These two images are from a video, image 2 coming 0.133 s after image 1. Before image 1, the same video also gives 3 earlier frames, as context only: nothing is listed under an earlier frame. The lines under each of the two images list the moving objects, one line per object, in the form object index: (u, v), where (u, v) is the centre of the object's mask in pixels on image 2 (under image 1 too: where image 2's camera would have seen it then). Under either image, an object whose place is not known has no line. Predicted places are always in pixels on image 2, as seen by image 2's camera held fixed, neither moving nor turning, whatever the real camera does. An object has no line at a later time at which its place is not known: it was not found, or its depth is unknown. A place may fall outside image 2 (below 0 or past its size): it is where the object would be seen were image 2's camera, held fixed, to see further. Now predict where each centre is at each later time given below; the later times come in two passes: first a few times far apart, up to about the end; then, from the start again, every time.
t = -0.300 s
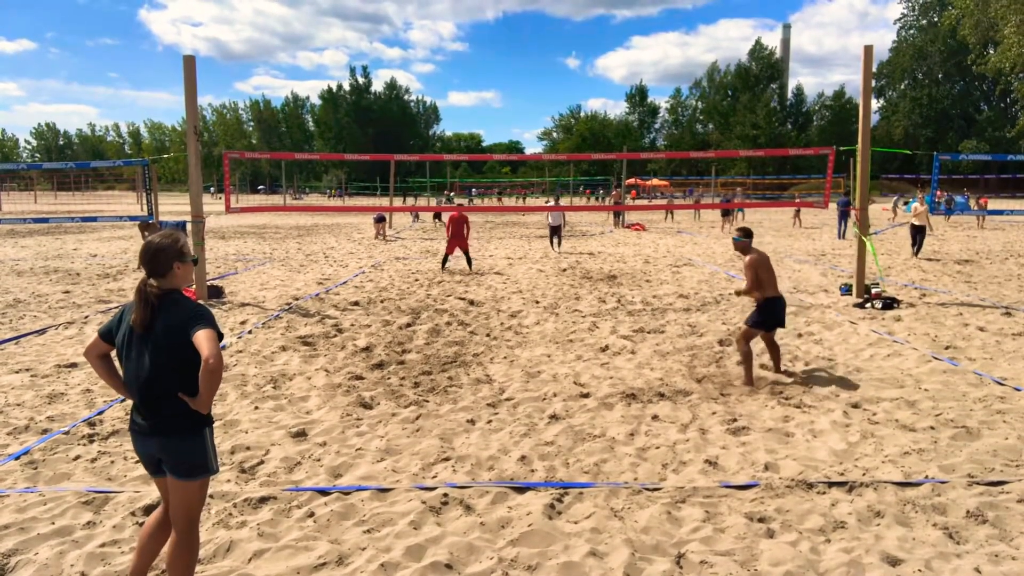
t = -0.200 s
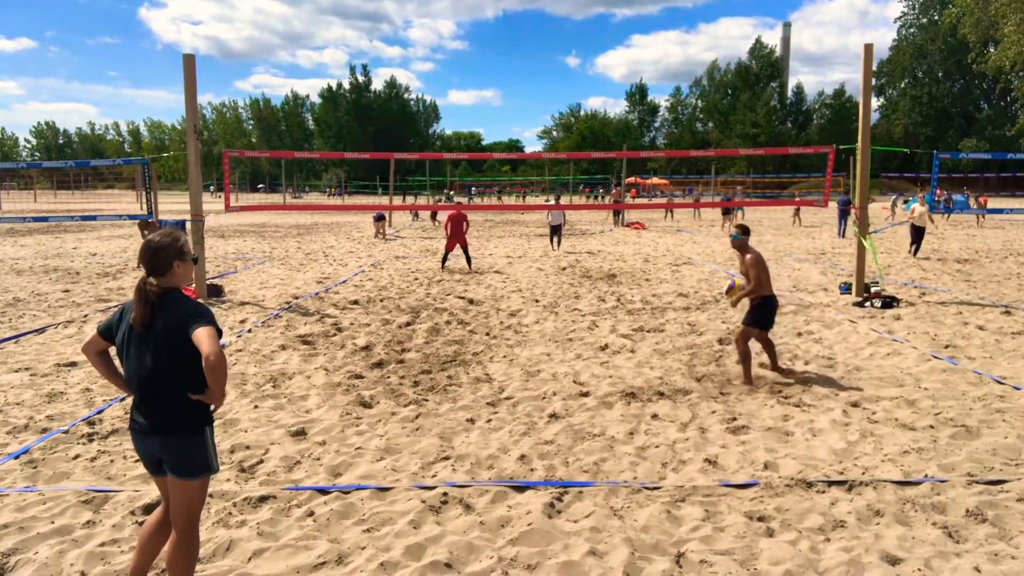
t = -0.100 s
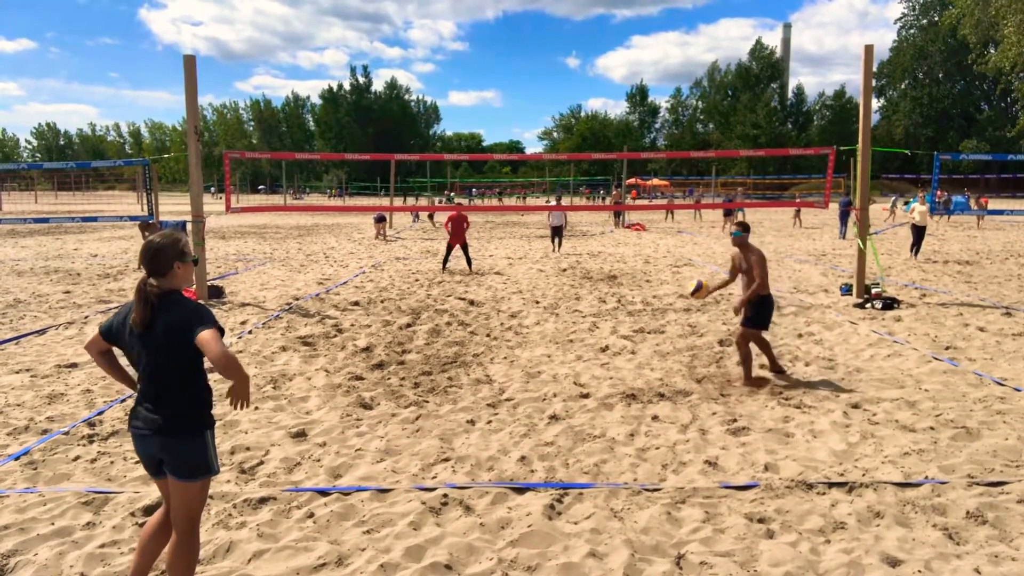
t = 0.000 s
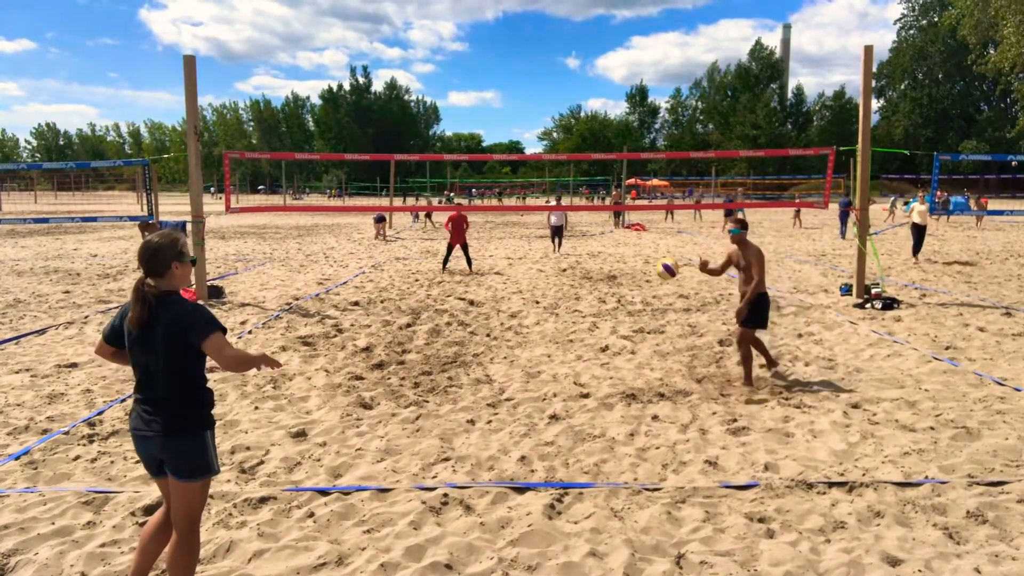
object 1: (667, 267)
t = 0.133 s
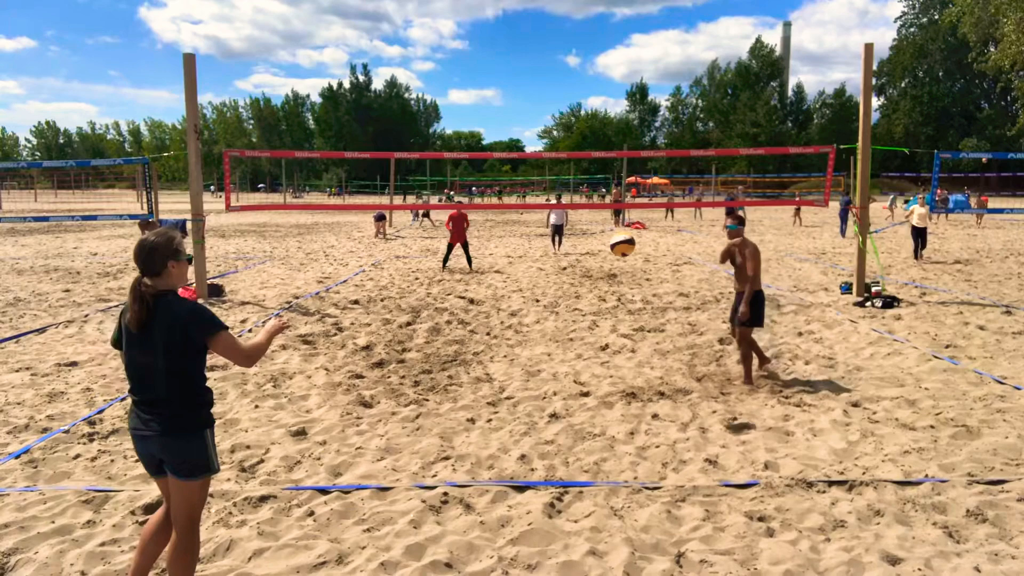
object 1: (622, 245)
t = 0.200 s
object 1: (595, 239)
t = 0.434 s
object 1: (459, 268)
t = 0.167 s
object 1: (609, 241)
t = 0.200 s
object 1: (595, 239)
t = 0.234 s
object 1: (579, 238)
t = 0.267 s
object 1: (563, 238)
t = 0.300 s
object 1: (545, 241)
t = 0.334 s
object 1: (527, 244)
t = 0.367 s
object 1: (506, 250)
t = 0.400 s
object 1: (484, 258)
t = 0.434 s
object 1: (459, 268)
